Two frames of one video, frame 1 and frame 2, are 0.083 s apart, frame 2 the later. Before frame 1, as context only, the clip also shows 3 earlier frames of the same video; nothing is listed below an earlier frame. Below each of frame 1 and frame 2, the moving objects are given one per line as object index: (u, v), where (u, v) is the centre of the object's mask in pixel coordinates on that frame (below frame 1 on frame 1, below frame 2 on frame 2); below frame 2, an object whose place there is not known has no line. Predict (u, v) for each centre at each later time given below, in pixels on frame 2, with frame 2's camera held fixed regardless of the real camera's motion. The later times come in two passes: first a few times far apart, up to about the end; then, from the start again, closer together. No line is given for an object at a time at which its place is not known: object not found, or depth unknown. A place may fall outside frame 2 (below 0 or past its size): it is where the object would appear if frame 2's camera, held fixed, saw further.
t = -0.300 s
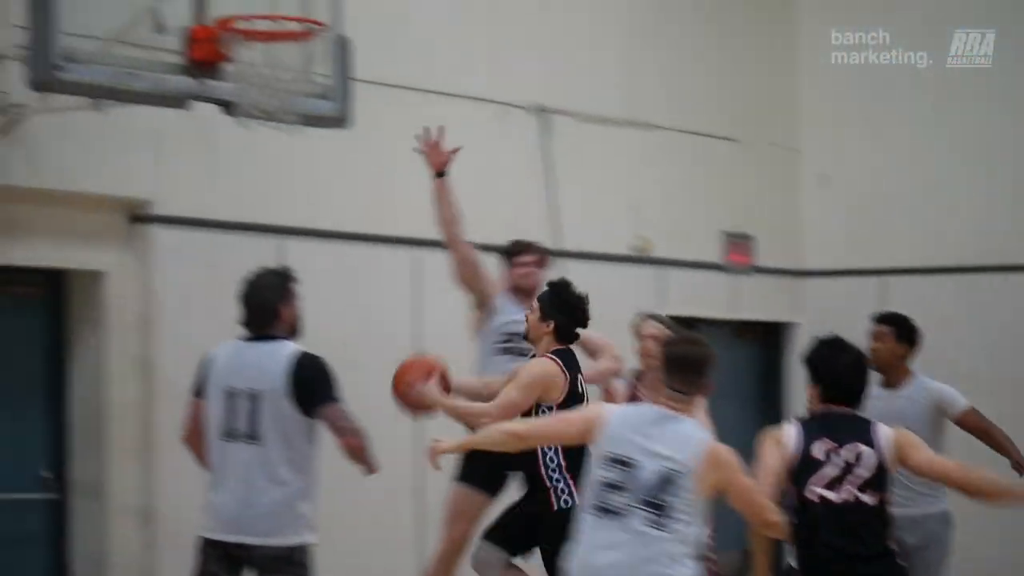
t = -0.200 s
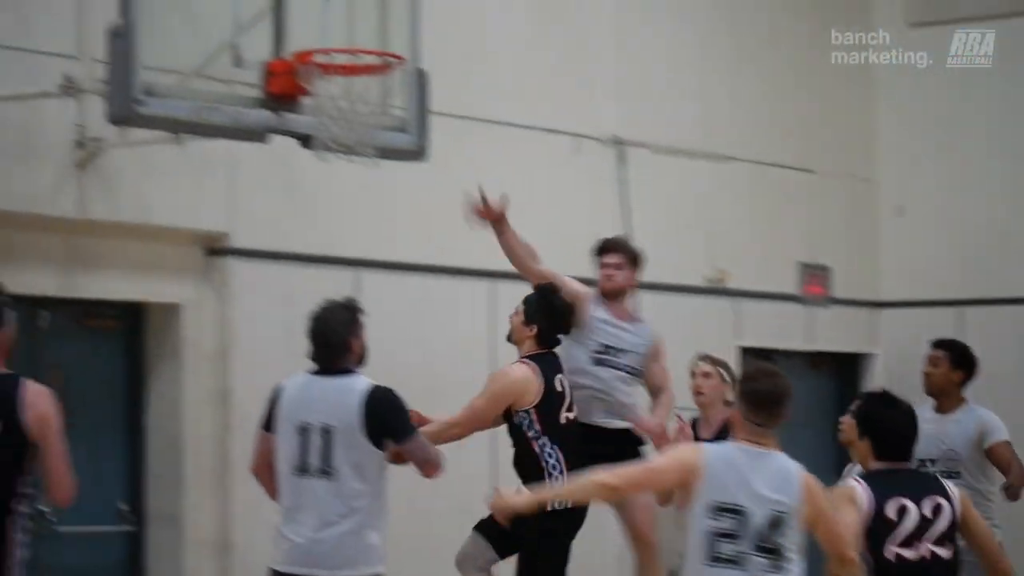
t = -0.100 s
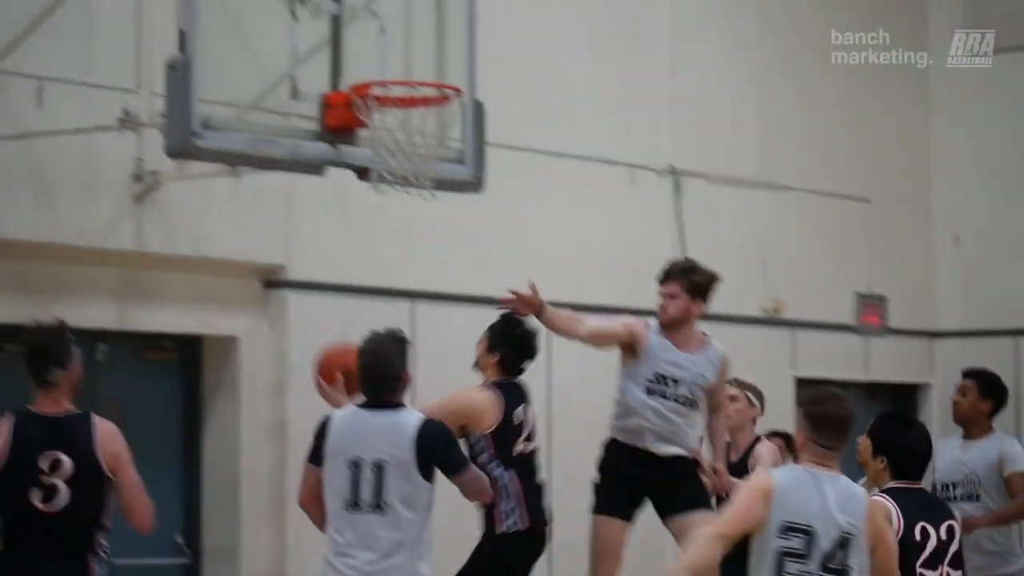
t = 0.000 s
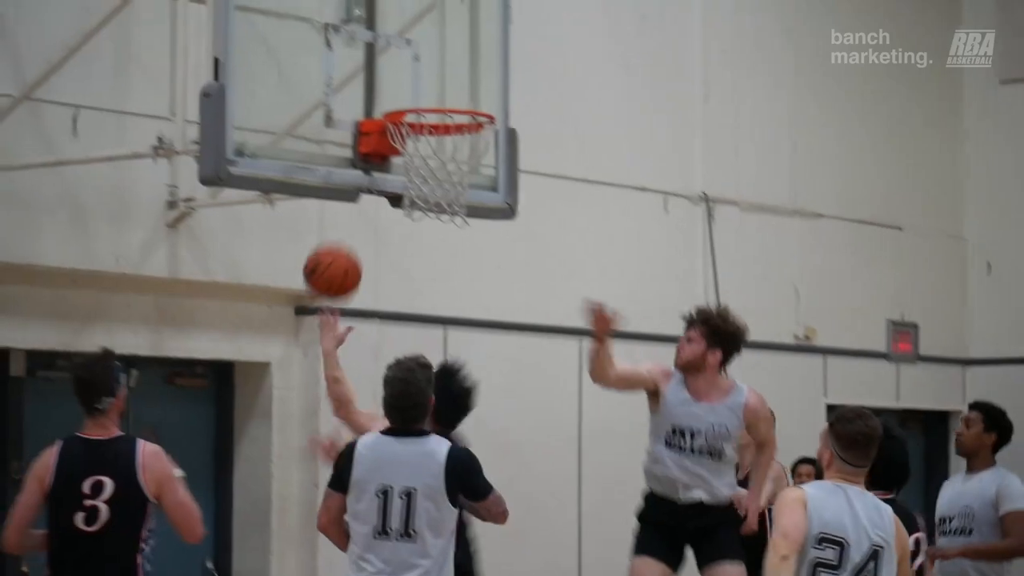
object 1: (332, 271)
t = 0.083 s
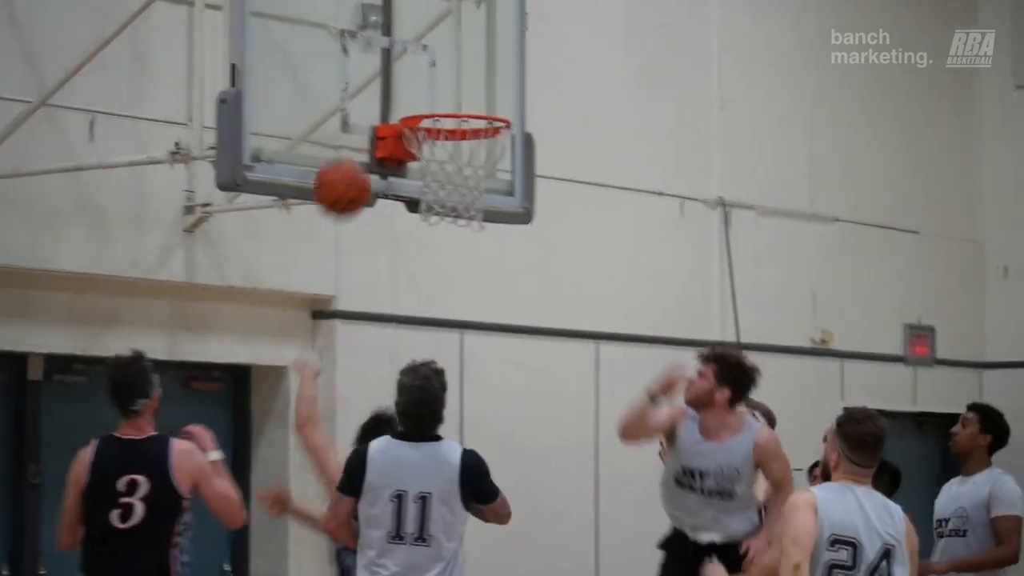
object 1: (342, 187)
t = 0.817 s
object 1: (447, 76)
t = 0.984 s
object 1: (457, 112)
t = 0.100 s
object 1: (340, 173)
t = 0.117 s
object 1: (338, 157)
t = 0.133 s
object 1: (337, 142)
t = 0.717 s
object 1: (439, 84)
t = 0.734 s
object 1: (441, 81)
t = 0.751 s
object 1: (442, 79)
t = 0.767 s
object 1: (443, 77)
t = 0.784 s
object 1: (444, 76)
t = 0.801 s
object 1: (445, 76)
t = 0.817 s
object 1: (447, 76)
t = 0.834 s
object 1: (448, 77)
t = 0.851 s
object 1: (449, 78)
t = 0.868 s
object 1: (450, 80)
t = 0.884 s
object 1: (451, 83)
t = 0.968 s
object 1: (456, 103)
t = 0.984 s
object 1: (457, 112)
